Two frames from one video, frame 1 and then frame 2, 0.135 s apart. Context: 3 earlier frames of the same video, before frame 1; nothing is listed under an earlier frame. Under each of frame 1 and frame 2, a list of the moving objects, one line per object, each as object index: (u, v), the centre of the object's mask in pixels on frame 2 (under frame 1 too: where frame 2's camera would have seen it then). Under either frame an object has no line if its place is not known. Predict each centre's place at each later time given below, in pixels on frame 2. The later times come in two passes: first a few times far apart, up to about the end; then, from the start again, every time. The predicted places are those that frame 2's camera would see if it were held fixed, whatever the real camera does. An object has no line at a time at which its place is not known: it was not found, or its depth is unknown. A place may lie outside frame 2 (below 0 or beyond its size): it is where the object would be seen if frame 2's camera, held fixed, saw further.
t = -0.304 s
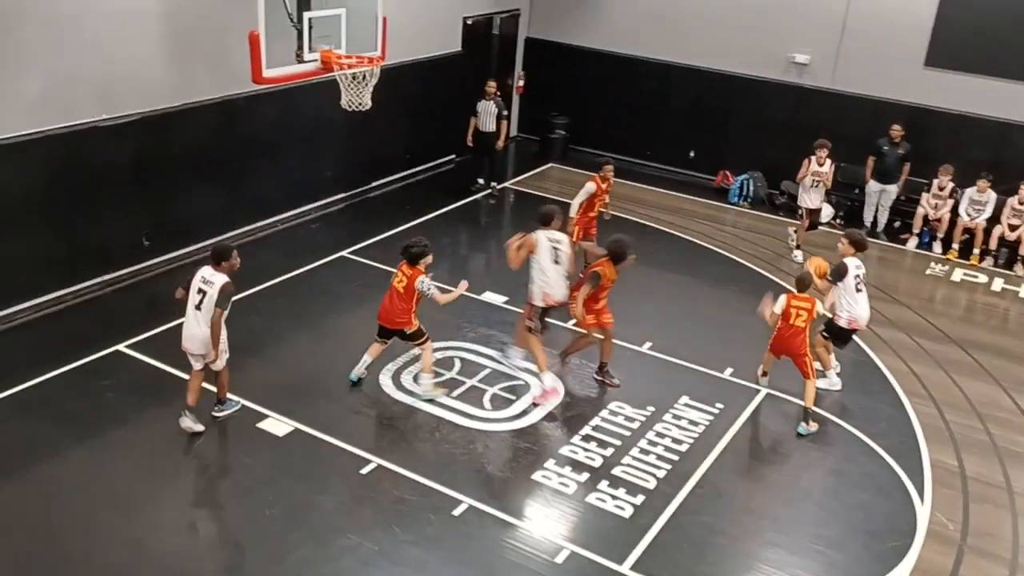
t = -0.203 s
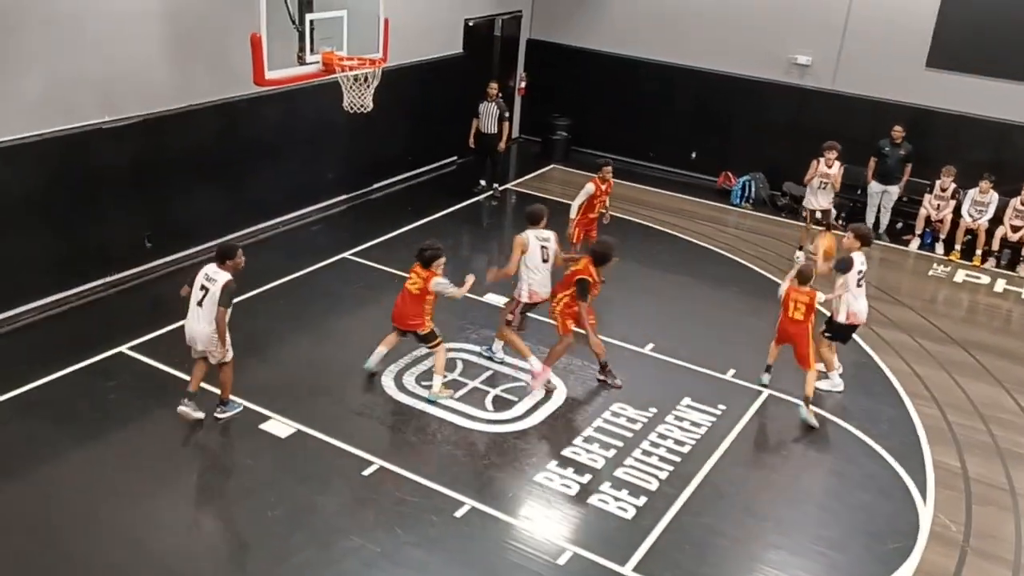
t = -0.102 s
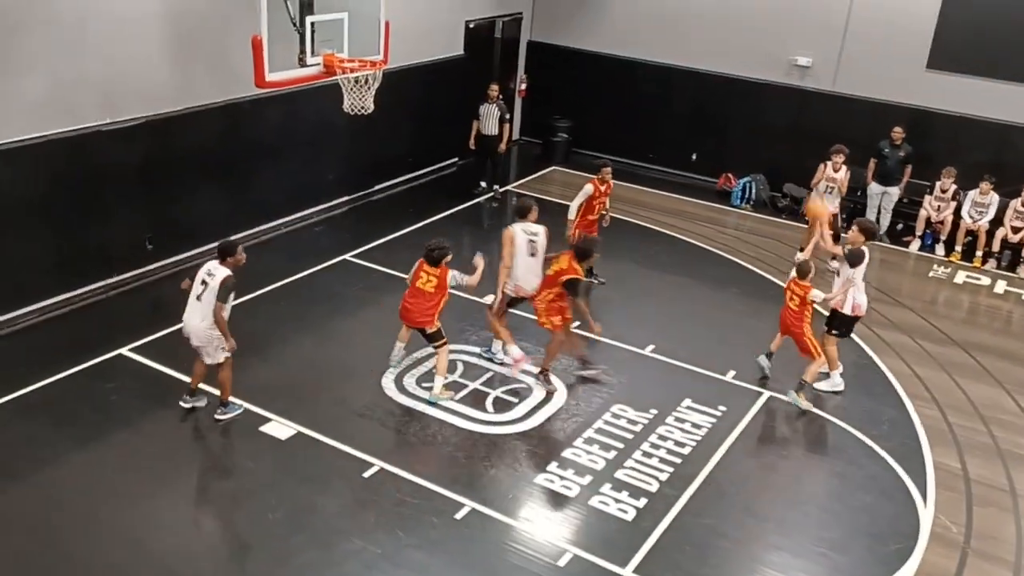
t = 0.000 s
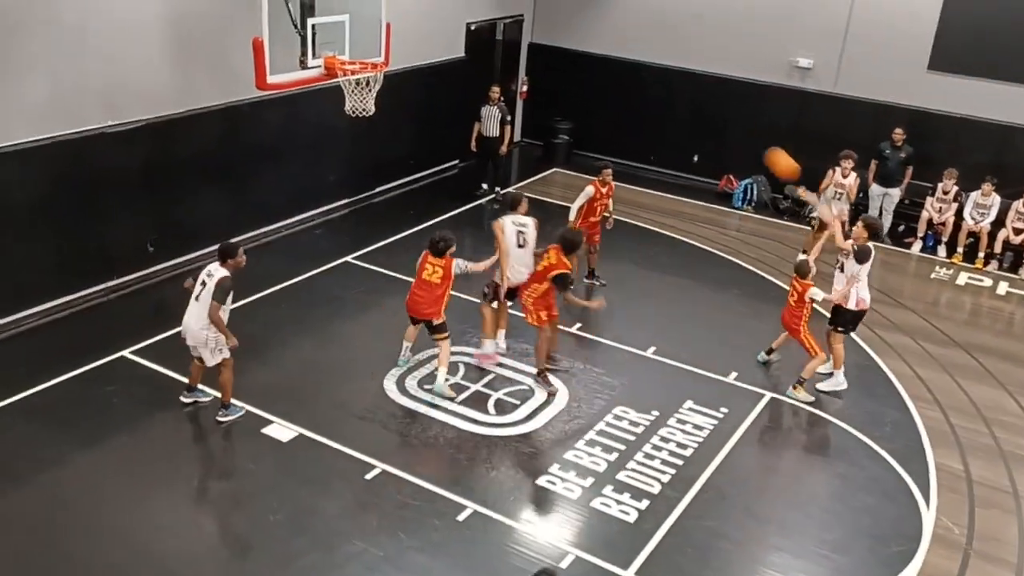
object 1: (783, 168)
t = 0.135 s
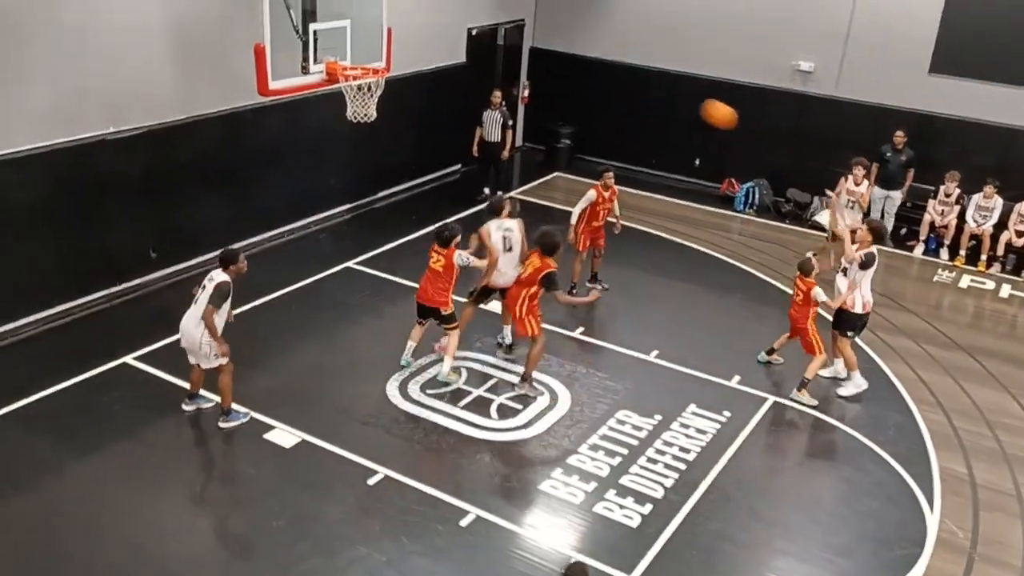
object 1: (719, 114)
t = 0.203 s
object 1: (685, 94)
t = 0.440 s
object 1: (565, 55)
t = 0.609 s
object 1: (480, 57)
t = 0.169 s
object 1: (702, 104)
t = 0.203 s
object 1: (685, 94)
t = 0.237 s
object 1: (668, 85)
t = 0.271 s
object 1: (651, 77)
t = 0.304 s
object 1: (635, 71)
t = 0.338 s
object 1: (618, 65)
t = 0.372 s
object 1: (600, 61)
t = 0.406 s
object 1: (583, 57)
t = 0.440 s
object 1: (565, 55)
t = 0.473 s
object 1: (548, 53)
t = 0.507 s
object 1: (531, 52)
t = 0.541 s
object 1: (513, 53)
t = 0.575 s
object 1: (497, 55)
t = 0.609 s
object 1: (480, 57)
